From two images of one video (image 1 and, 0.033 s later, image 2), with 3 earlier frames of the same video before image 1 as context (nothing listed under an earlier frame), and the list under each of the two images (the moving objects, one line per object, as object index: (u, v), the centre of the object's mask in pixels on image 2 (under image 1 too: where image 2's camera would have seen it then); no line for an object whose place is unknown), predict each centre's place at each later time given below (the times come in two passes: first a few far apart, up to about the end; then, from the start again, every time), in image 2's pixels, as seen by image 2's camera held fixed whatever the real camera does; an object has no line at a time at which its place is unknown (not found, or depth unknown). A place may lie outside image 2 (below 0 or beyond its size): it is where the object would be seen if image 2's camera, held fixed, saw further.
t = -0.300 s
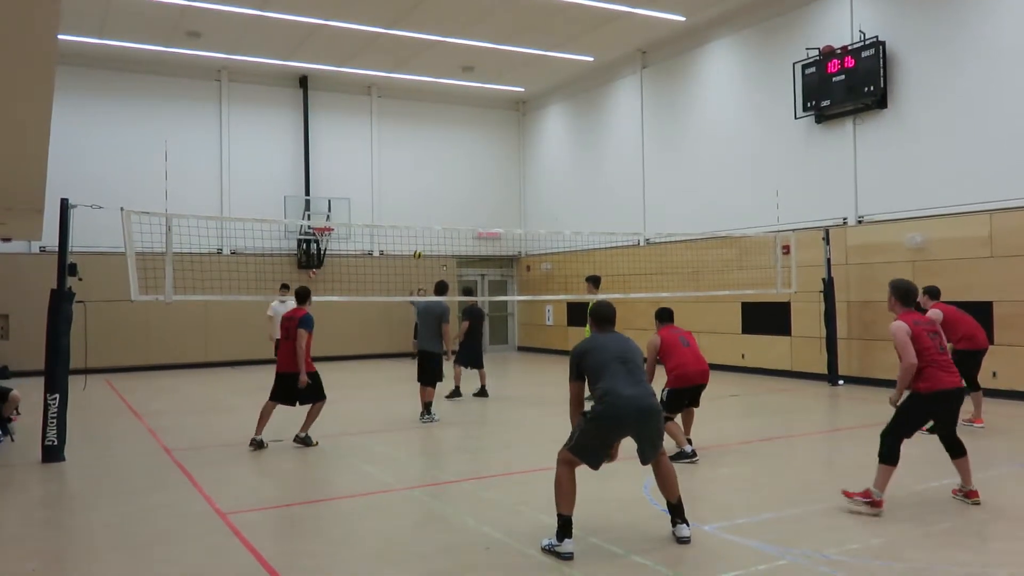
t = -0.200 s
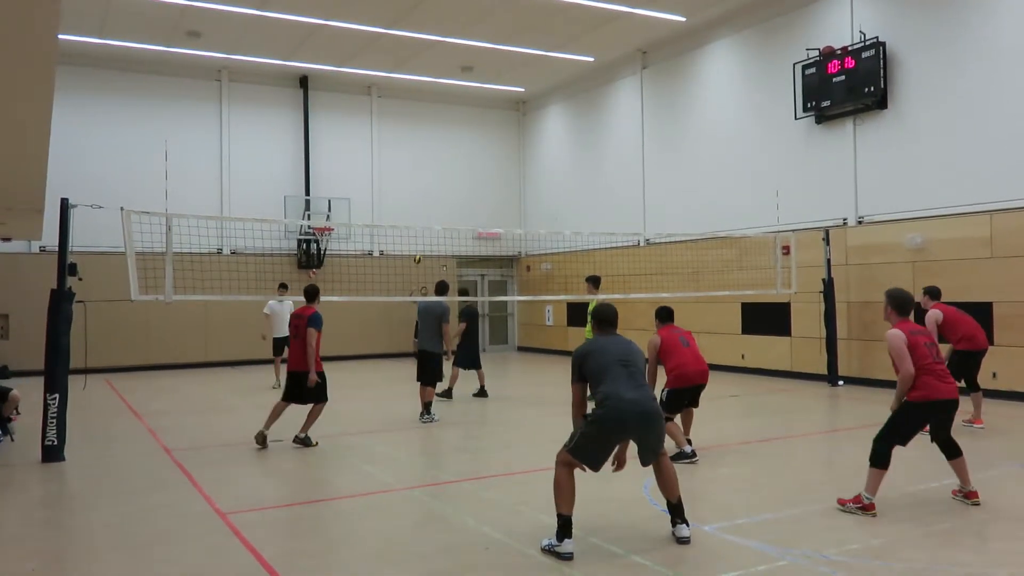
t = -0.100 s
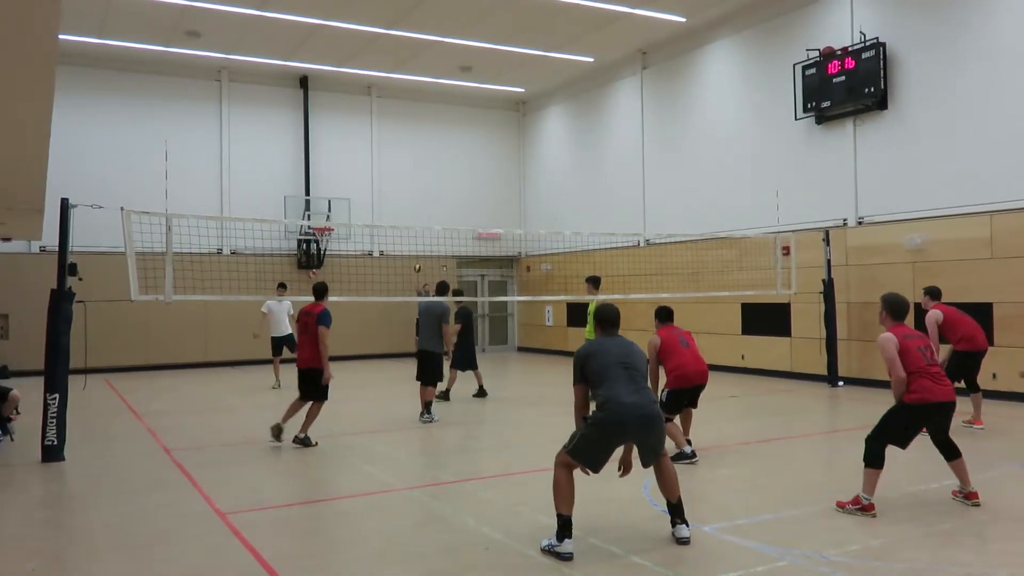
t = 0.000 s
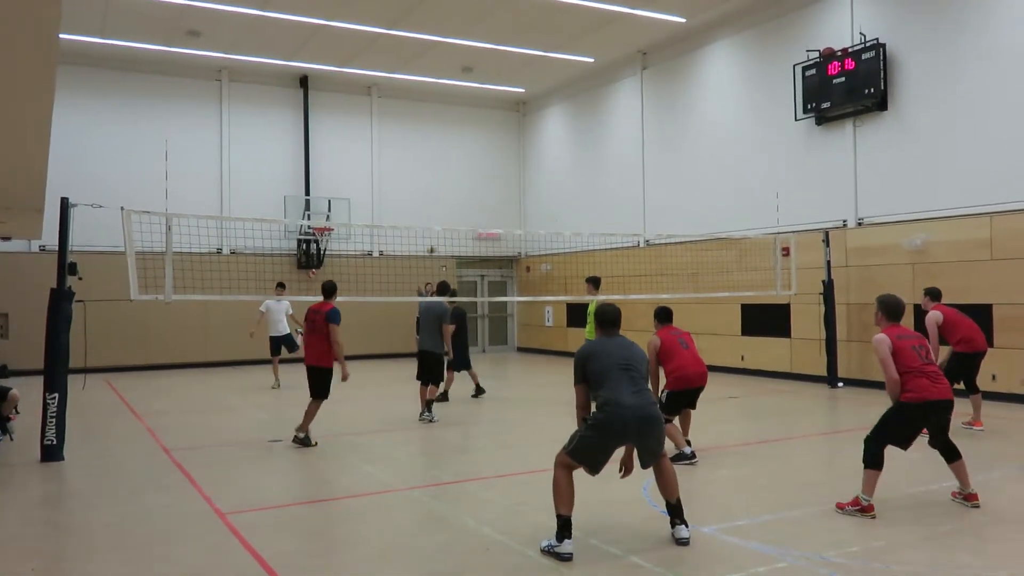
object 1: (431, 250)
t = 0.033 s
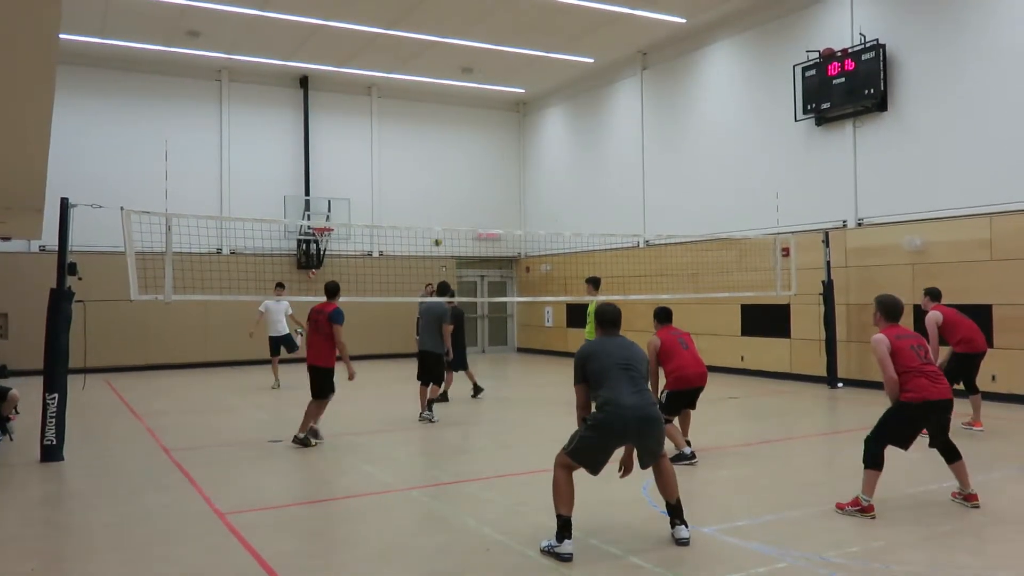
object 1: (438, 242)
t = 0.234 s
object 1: (473, 195)
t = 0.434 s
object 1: (517, 156)
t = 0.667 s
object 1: (589, 136)
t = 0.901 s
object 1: (685, 158)
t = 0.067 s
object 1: (443, 234)
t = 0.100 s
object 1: (448, 225)
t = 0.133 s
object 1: (454, 218)
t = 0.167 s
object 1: (460, 210)
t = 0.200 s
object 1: (466, 202)
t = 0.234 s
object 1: (473, 195)
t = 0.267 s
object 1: (479, 186)
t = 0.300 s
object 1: (486, 180)
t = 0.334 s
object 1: (493, 173)
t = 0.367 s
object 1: (500, 167)
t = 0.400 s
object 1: (508, 161)
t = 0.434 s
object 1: (517, 156)
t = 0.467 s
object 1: (525, 151)
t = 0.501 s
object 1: (535, 147)
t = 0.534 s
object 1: (545, 144)
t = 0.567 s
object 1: (556, 140)
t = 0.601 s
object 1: (566, 137)
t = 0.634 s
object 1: (578, 136)
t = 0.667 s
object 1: (589, 136)
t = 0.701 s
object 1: (602, 136)
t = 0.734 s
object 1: (614, 137)
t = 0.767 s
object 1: (627, 139)
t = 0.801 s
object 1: (641, 142)
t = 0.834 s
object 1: (655, 146)
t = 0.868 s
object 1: (670, 151)
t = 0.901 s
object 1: (685, 158)
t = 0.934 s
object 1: (701, 167)
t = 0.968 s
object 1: (719, 176)
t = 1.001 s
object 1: (737, 187)
